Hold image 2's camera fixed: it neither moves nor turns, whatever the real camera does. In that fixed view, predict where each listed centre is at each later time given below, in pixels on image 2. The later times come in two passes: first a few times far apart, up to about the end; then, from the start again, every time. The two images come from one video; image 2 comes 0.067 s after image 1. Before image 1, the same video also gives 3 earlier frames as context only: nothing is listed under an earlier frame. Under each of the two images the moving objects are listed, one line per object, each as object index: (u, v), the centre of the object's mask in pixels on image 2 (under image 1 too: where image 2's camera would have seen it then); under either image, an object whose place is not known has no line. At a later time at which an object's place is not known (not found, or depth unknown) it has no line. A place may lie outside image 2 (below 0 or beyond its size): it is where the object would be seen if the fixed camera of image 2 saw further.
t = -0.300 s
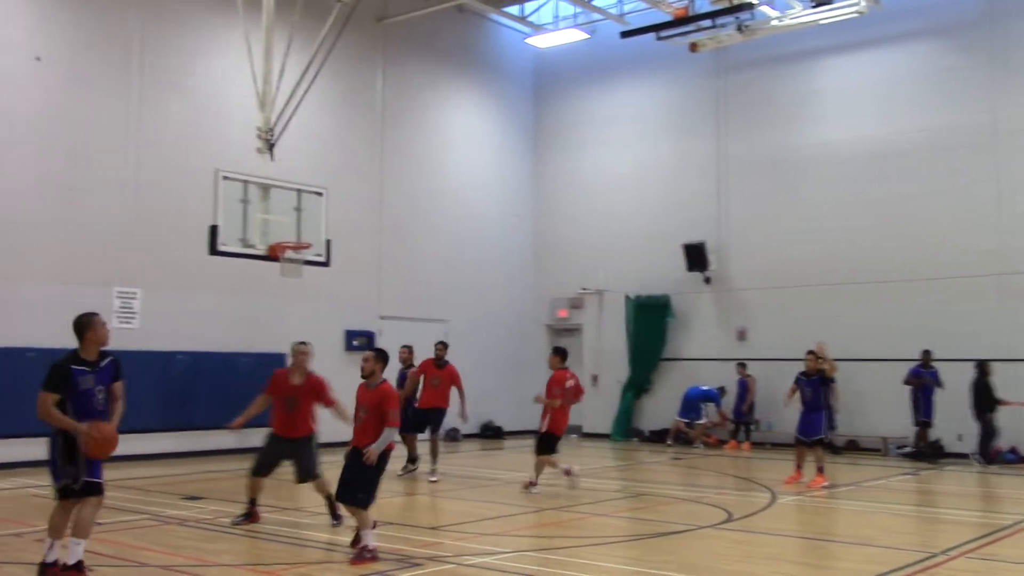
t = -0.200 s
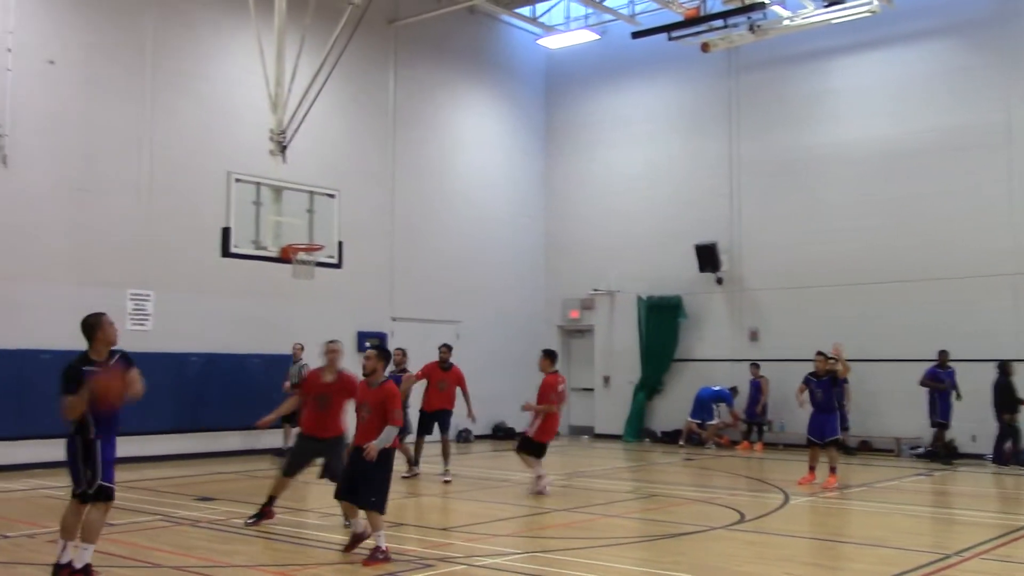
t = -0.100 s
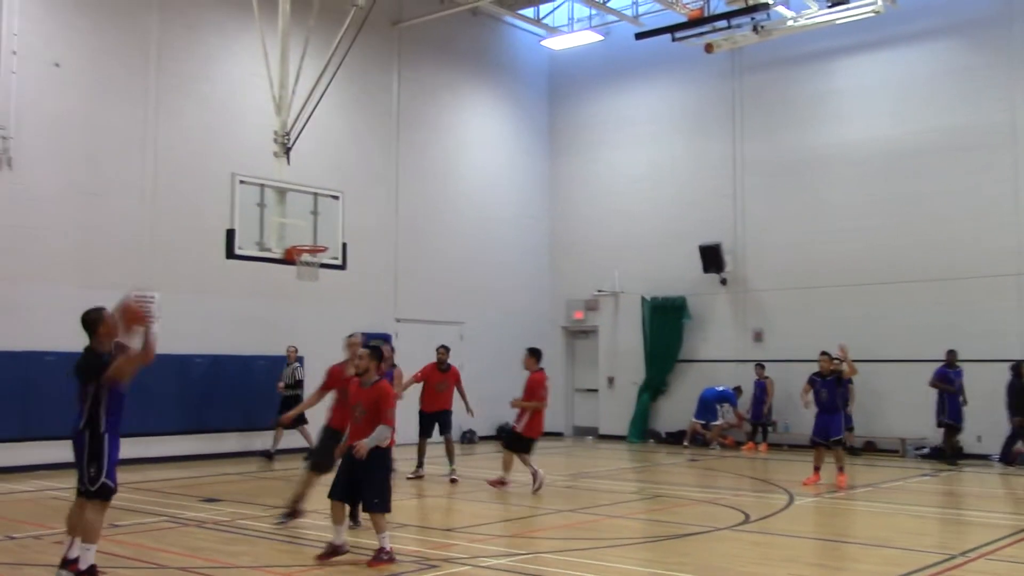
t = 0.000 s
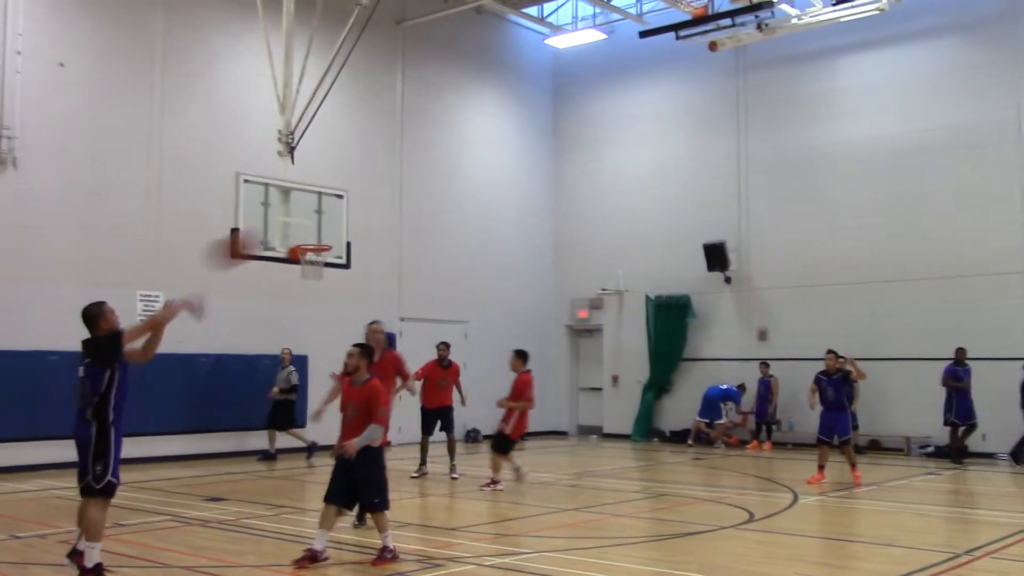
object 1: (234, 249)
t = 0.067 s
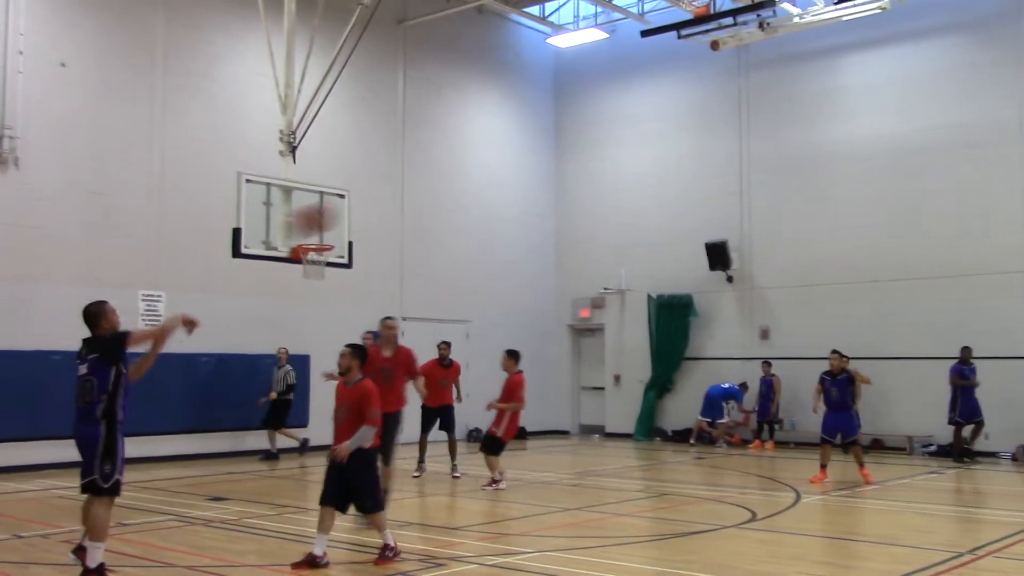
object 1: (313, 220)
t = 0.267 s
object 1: (490, 178)
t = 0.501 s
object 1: (645, 188)
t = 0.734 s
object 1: (764, 241)
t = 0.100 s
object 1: (347, 209)
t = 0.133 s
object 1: (377, 199)
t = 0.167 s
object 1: (405, 192)
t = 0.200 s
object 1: (435, 186)
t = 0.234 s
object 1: (464, 181)
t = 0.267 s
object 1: (490, 178)
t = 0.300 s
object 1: (516, 176)
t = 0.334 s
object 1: (539, 176)
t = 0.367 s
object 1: (563, 176)
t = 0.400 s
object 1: (585, 178)
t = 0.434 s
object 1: (605, 180)
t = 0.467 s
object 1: (625, 184)
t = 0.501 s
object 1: (645, 188)
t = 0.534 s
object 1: (663, 194)
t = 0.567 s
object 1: (683, 200)
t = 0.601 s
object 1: (700, 207)
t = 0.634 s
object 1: (716, 215)
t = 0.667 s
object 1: (732, 223)
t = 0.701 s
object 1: (748, 232)
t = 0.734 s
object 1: (764, 241)
